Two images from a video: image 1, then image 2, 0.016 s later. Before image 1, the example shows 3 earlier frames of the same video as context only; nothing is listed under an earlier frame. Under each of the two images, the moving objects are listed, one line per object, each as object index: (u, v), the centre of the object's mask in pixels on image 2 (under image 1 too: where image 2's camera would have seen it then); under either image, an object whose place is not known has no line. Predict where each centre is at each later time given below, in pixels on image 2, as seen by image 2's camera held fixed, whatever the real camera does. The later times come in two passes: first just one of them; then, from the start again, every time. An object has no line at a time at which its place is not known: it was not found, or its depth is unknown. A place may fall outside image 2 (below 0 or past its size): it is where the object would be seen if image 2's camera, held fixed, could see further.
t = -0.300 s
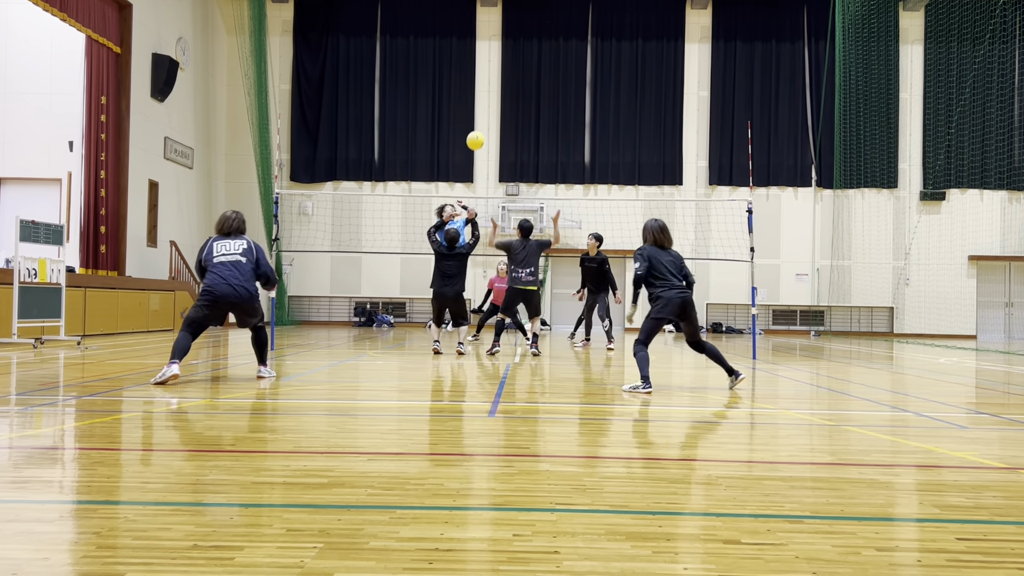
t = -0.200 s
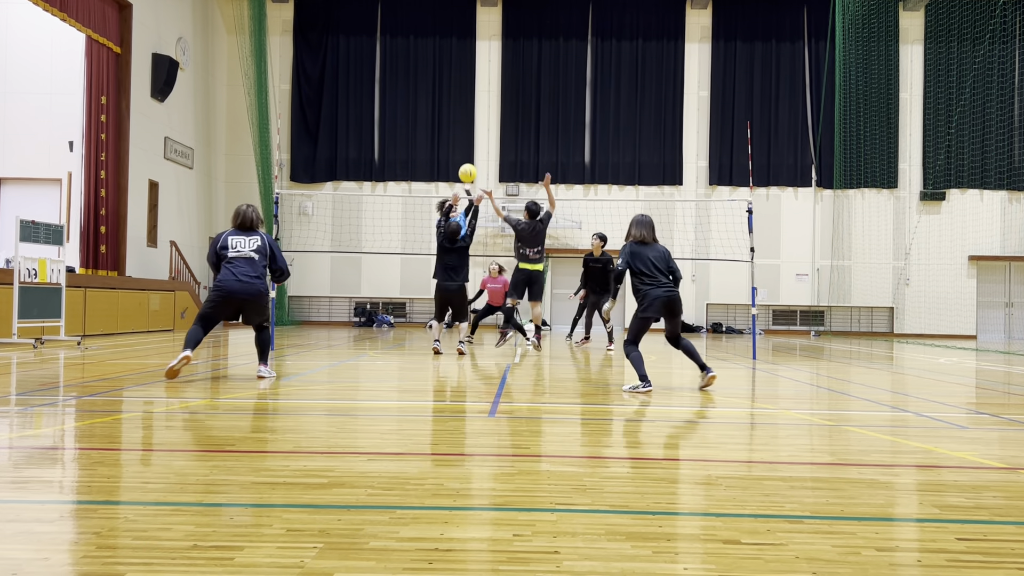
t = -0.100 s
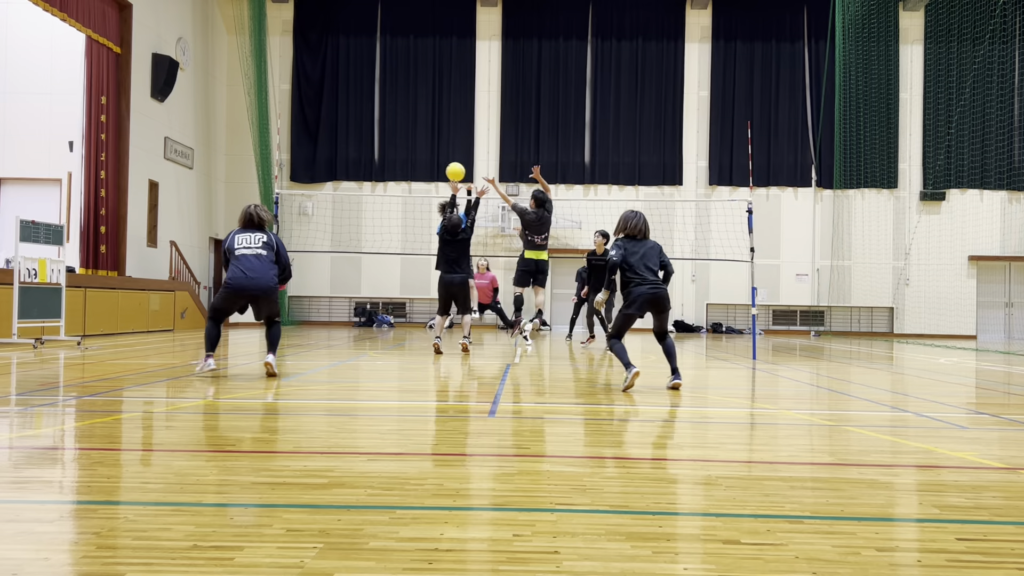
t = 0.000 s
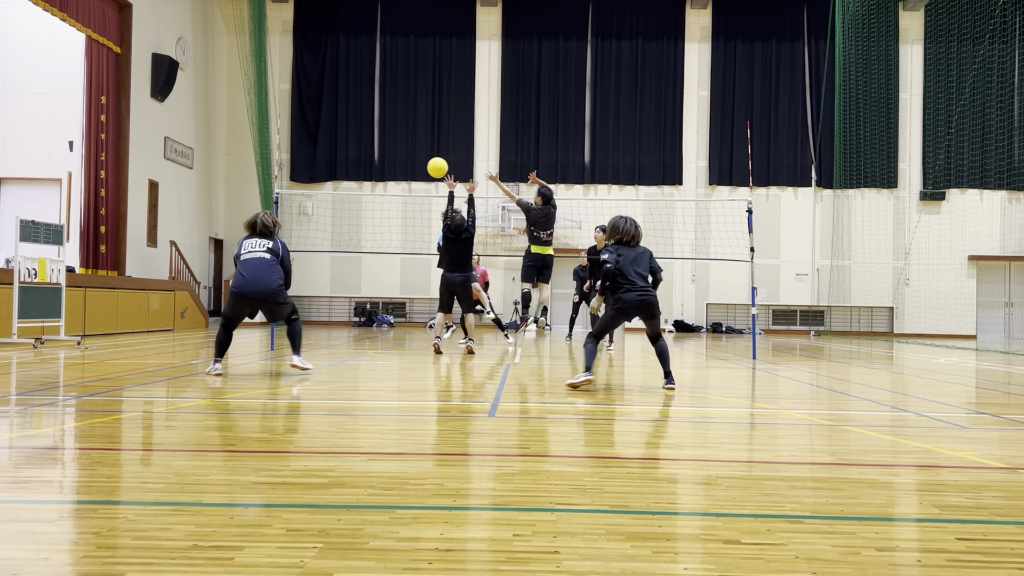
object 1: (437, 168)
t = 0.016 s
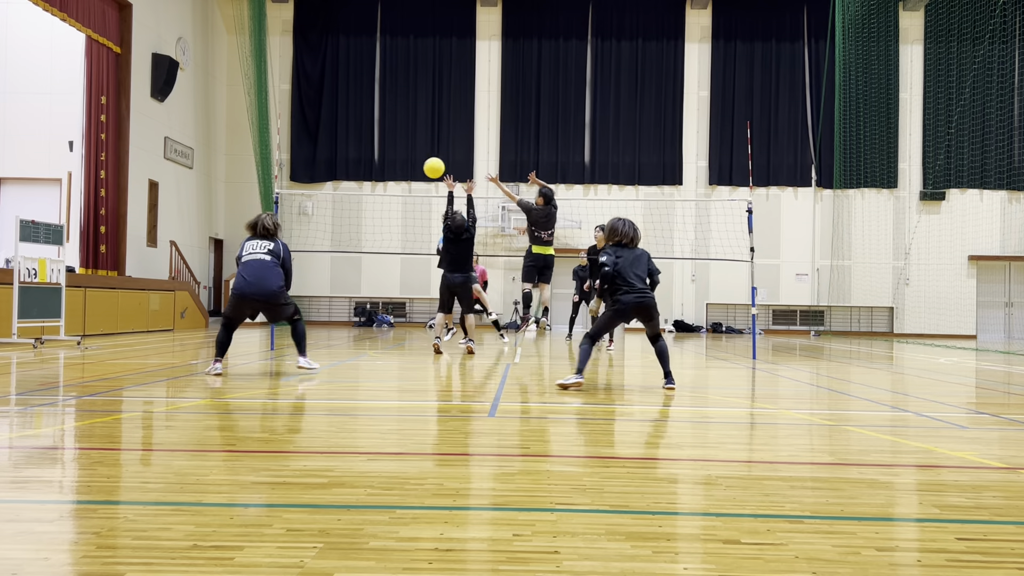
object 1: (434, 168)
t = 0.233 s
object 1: (378, 198)
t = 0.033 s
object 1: (430, 168)
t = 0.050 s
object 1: (427, 169)
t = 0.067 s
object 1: (423, 170)
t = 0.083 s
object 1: (419, 171)
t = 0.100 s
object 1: (415, 173)
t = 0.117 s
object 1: (411, 174)
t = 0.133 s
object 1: (406, 177)
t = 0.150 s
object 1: (402, 179)
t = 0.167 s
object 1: (397, 182)
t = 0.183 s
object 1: (393, 185)
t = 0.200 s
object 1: (388, 189)
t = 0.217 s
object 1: (383, 193)
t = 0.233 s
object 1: (378, 198)
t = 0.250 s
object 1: (373, 202)
